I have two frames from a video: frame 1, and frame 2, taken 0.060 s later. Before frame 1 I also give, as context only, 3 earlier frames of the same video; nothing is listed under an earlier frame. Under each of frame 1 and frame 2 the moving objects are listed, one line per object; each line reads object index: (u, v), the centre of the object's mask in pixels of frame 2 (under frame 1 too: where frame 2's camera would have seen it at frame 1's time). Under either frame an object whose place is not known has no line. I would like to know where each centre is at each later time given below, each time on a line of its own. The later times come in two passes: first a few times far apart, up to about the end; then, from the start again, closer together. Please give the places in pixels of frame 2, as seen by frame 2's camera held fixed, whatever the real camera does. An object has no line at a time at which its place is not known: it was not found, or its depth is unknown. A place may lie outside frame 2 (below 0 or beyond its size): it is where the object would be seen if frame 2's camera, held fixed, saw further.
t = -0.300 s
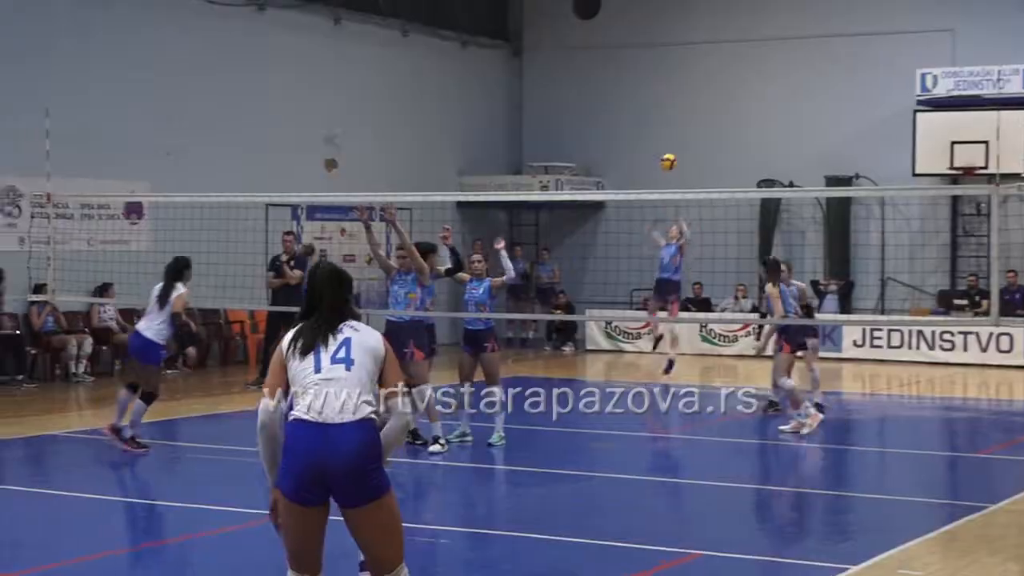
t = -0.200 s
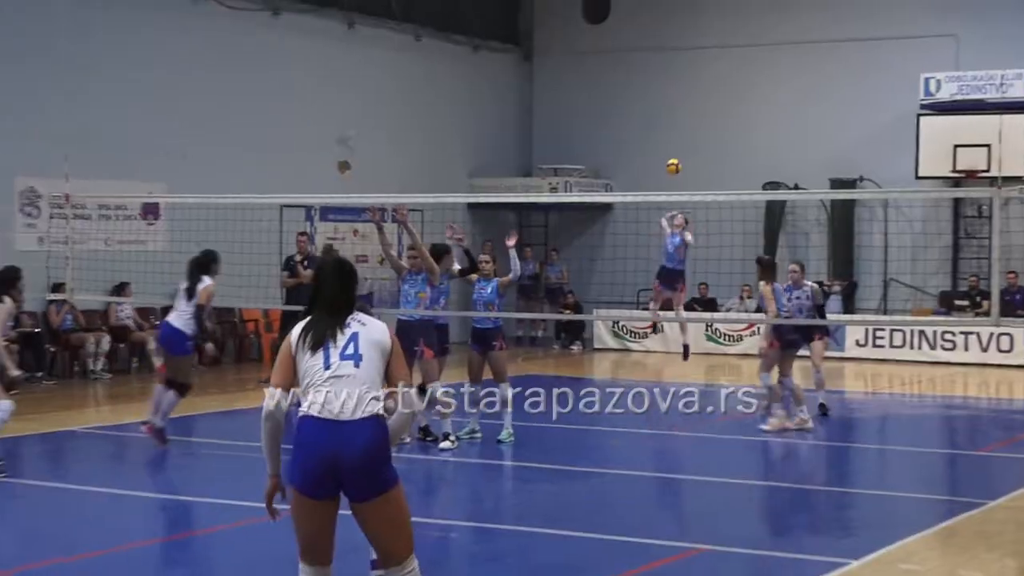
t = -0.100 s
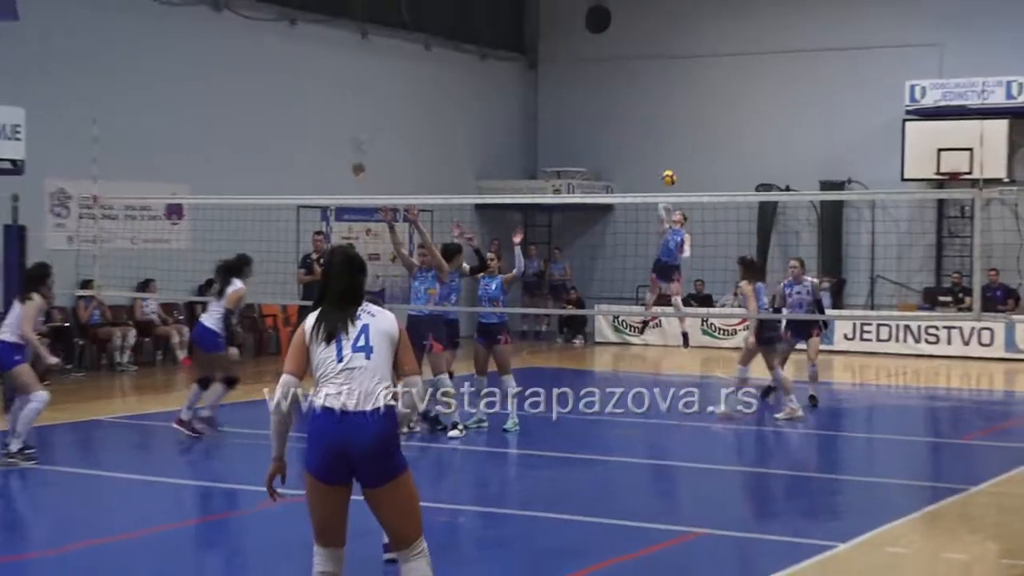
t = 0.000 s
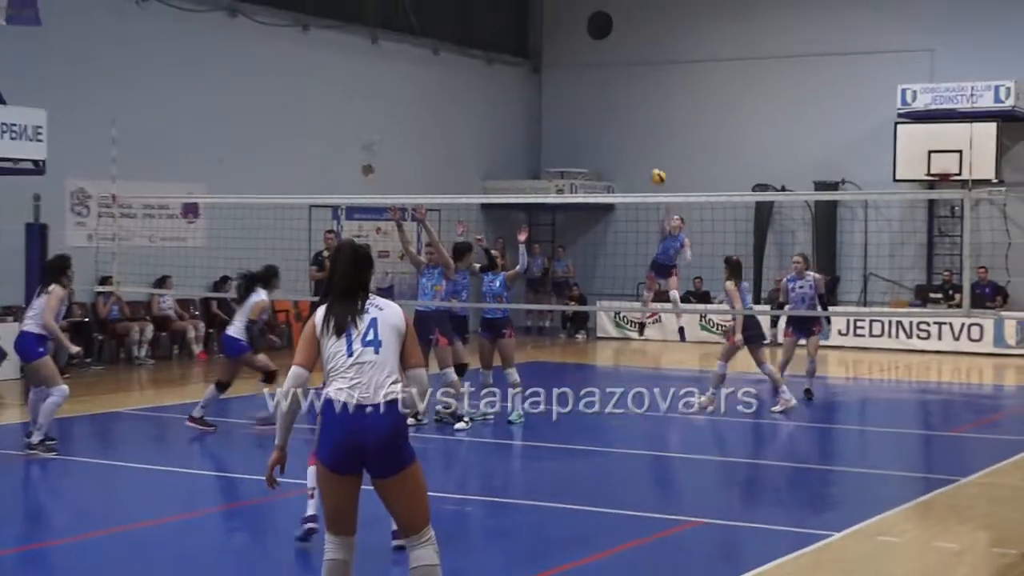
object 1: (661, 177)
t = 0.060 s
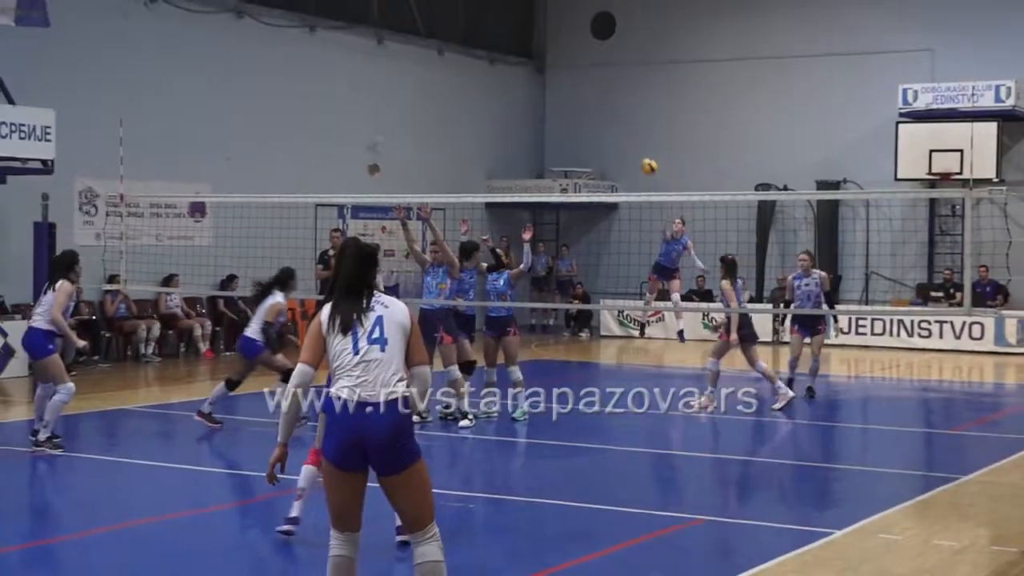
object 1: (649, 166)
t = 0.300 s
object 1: (581, 142)
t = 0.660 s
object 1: (397, 230)
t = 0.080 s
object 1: (645, 164)
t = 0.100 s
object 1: (640, 161)
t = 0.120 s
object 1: (636, 158)
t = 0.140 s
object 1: (631, 155)
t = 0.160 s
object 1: (626, 153)
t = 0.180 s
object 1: (620, 151)
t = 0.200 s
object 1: (615, 148)
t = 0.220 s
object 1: (609, 146)
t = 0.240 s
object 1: (602, 145)
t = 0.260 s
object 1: (596, 144)
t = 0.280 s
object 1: (589, 143)
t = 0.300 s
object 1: (581, 142)
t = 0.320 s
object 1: (574, 142)
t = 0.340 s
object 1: (568, 142)
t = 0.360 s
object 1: (560, 142)
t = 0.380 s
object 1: (551, 145)
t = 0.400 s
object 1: (543, 147)
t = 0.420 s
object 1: (535, 149)
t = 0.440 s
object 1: (526, 152)
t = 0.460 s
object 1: (517, 156)
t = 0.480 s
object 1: (506, 162)
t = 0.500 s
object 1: (497, 165)
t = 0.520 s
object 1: (488, 171)
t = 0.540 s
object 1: (476, 175)
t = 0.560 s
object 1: (460, 184)
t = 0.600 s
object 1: (434, 202)
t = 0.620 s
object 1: (422, 211)
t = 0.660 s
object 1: (397, 230)
